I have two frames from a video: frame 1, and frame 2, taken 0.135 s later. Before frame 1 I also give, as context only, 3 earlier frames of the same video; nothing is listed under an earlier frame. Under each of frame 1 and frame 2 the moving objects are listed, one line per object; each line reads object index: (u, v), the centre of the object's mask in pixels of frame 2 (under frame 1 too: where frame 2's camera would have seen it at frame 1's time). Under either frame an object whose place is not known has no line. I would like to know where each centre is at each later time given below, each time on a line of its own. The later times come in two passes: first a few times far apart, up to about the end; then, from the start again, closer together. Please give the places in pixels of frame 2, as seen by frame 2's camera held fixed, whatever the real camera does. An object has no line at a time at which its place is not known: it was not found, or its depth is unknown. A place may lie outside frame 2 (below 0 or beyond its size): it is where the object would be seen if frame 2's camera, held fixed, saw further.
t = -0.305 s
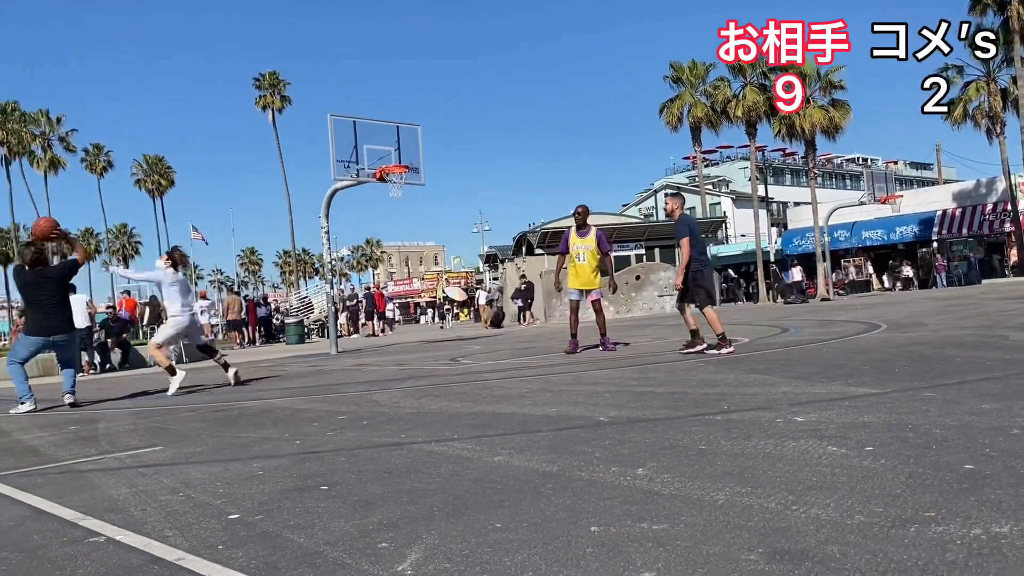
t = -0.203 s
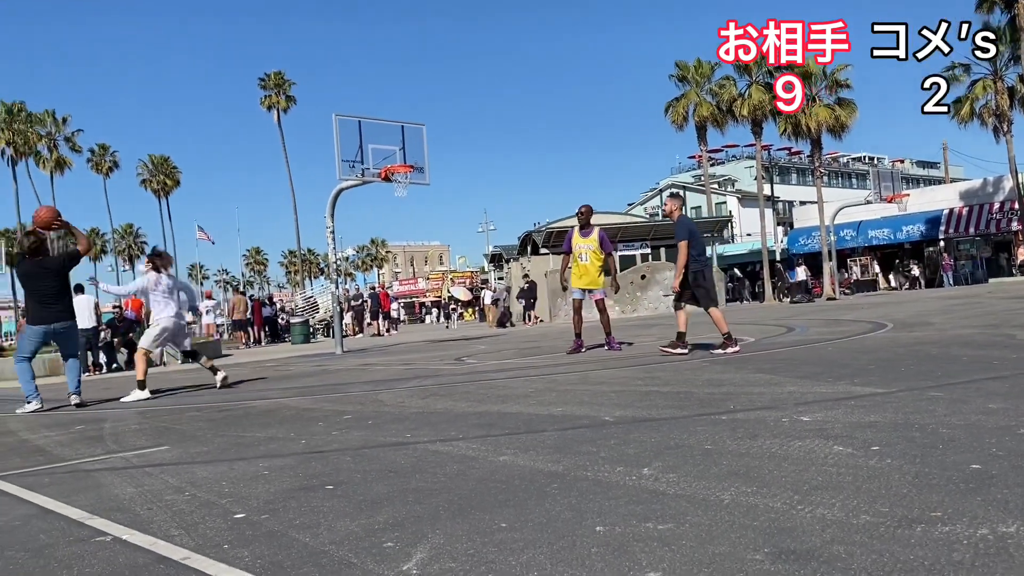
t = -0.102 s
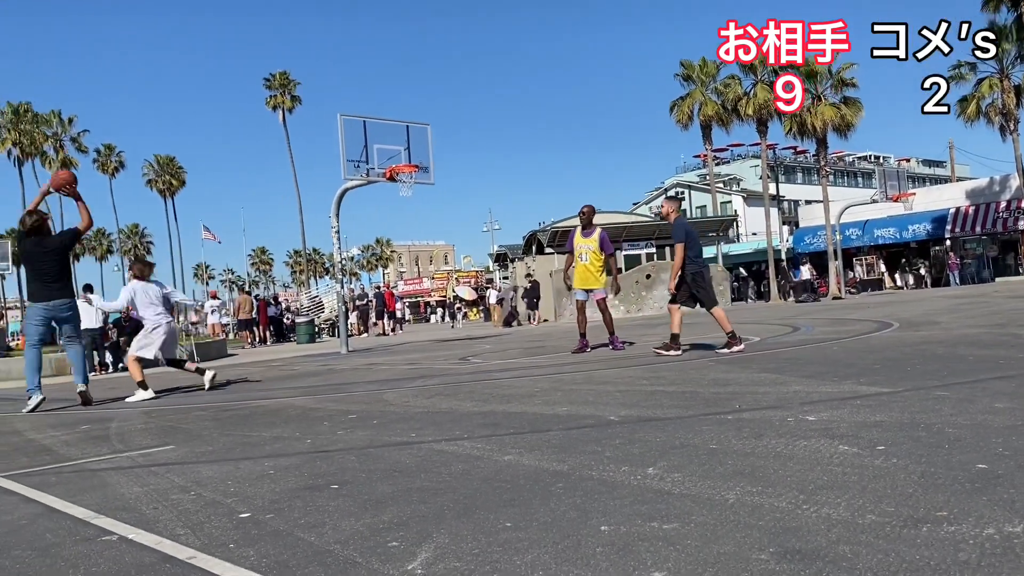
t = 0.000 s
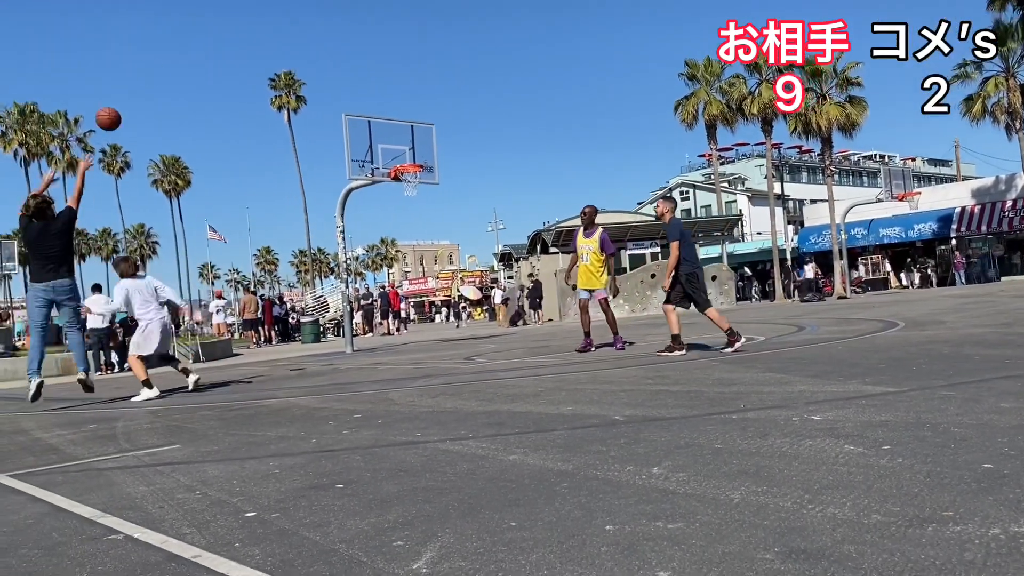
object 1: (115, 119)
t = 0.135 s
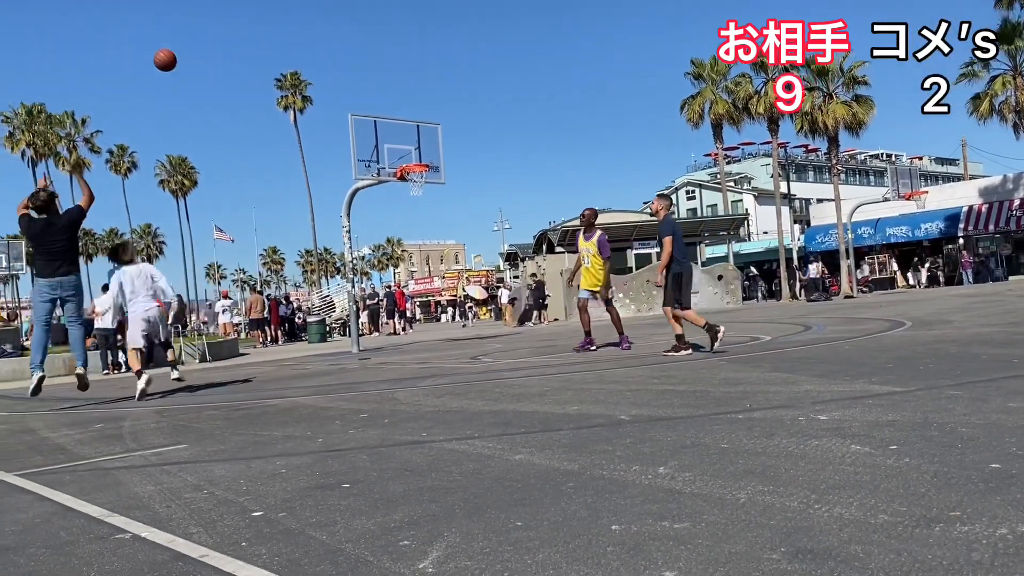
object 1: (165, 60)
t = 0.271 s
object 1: (209, 24)
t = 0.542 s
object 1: (284, 6)
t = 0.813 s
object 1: (348, 37)
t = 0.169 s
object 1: (176, 49)
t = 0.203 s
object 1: (188, 40)
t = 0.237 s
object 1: (198, 31)
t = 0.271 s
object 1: (209, 24)
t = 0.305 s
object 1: (219, 18)
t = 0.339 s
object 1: (229, 13)
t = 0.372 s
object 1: (239, 9)
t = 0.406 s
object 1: (248, 7)
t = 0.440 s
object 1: (257, 6)
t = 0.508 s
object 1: (275, 5)
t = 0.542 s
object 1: (284, 6)
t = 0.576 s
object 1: (293, 7)
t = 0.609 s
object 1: (301, 8)
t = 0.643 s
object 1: (309, 11)
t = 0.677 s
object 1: (317, 15)
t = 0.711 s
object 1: (325, 20)
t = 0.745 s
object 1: (333, 24)
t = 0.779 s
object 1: (340, 30)
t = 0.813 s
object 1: (348, 37)
